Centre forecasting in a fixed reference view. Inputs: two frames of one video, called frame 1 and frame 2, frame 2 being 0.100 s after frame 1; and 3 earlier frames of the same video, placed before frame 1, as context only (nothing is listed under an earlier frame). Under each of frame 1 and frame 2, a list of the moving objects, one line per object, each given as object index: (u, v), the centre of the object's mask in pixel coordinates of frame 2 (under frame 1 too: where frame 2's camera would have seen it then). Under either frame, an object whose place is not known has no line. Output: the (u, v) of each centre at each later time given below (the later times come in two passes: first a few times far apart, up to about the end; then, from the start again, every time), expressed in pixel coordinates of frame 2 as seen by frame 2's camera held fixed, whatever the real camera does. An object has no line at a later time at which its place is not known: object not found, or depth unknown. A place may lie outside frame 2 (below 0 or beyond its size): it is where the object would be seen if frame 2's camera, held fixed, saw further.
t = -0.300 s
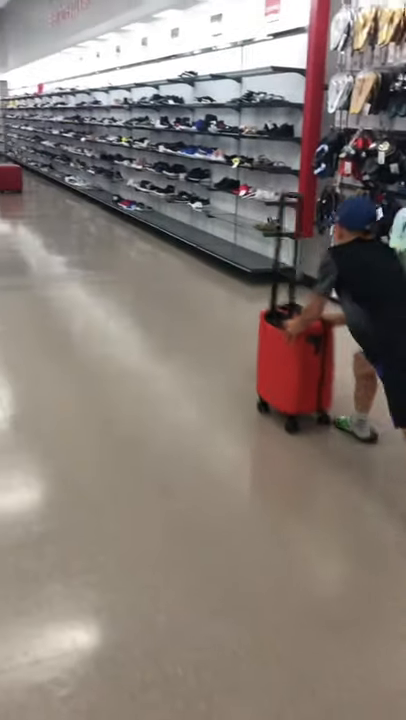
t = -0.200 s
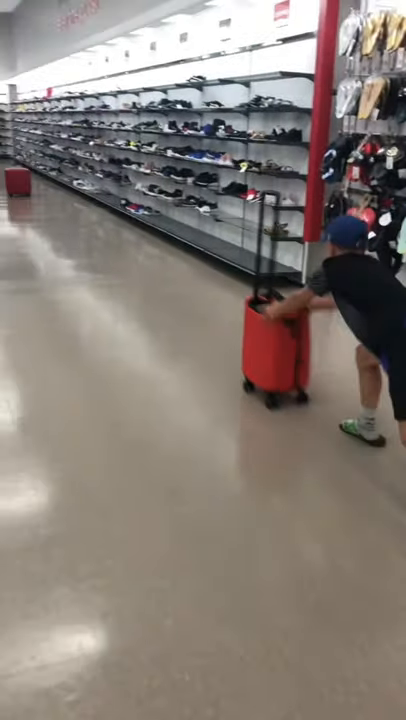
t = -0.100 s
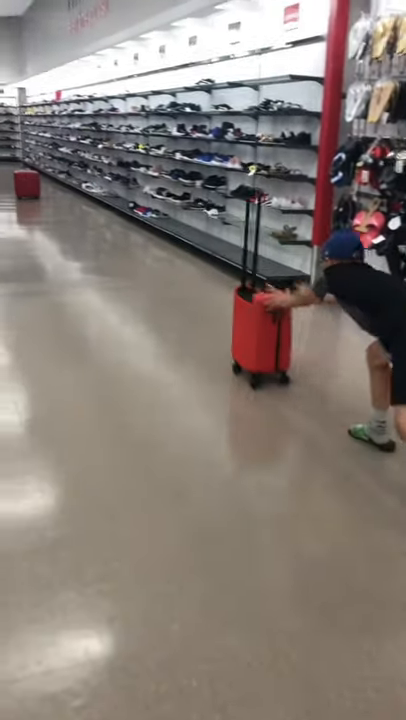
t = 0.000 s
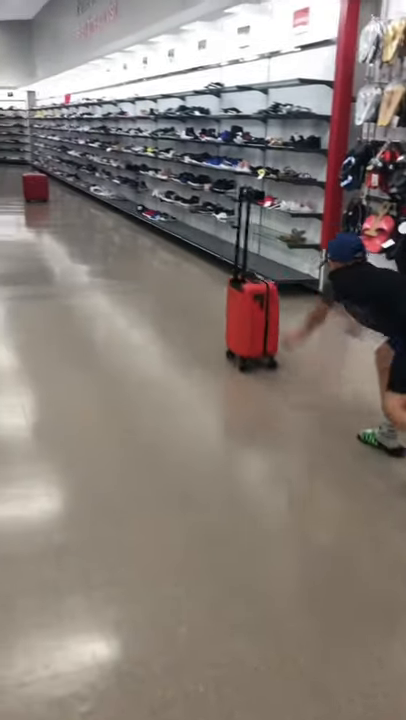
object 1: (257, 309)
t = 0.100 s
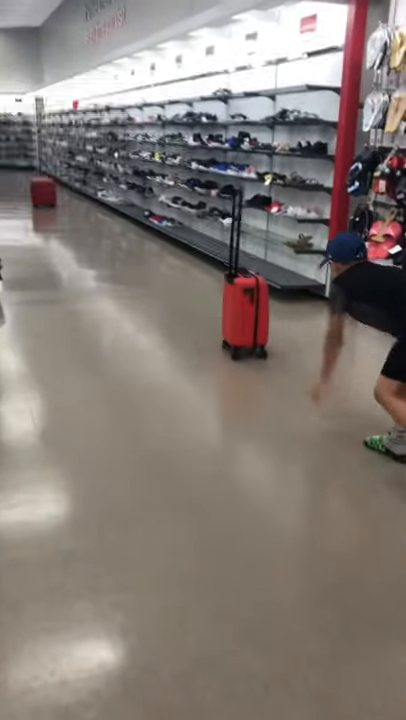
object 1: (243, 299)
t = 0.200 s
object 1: (233, 290)
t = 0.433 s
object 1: (218, 274)
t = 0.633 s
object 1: (212, 261)
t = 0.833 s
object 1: (209, 251)
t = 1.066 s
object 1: (209, 241)
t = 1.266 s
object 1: (201, 234)
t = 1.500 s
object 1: (189, 227)
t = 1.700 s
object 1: (181, 223)
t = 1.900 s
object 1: (174, 220)
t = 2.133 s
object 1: (167, 217)
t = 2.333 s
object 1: (162, 214)
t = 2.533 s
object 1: (159, 214)
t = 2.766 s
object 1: (157, 212)
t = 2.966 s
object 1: (156, 211)
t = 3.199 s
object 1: (156, 211)
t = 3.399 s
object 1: (156, 211)
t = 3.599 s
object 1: (156, 211)
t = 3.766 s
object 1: (156, 211)
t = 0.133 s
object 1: (240, 297)
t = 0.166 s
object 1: (236, 295)
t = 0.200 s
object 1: (233, 290)
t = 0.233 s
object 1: (230, 288)
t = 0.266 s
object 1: (228, 287)
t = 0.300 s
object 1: (226, 285)
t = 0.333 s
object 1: (223, 281)
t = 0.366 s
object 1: (222, 278)
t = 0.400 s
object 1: (220, 277)
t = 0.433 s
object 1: (218, 274)
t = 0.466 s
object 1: (217, 273)
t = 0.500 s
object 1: (216, 270)
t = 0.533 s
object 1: (215, 268)
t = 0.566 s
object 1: (214, 265)
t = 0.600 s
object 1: (213, 263)
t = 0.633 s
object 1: (212, 261)
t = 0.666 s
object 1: (212, 261)
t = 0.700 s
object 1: (211, 258)
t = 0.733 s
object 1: (210, 256)
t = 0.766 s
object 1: (210, 254)
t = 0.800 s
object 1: (210, 252)
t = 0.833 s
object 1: (209, 251)
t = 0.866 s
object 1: (209, 249)
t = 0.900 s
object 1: (209, 248)
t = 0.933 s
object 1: (209, 248)
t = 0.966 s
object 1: (209, 248)
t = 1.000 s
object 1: (209, 243)
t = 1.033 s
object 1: (209, 242)
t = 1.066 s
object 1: (209, 241)
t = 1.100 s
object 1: (209, 242)
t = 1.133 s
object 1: (207, 240)
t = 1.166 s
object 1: (206, 238)
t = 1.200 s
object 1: (204, 236)
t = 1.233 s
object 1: (202, 237)
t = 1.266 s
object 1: (201, 234)
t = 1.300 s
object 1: (199, 232)
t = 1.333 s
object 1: (197, 231)
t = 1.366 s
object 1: (196, 230)
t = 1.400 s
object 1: (194, 230)
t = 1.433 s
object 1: (193, 229)
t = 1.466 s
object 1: (191, 227)
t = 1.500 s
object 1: (189, 227)
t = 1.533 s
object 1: (188, 226)
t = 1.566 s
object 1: (186, 226)
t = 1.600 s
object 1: (185, 224)
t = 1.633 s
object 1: (183, 224)
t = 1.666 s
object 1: (182, 224)
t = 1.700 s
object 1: (181, 223)
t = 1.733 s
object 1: (180, 223)
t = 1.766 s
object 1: (179, 222)
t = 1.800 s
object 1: (177, 221)
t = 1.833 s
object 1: (176, 220)
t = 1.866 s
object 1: (175, 220)
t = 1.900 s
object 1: (174, 220)
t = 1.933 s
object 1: (172, 218)
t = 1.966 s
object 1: (171, 218)
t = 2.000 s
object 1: (170, 218)
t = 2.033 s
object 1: (170, 217)
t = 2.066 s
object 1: (169, 217)
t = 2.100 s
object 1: (168, 217)
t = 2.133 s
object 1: (167, 217)
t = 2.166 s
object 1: (166, 216)
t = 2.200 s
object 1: (165, 216)
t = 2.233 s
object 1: (164, 215)
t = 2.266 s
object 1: (163, 215)
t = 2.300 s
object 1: (163, 214)
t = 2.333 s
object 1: (162, 214)
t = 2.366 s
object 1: (162, 214)
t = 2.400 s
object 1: (161, 214)
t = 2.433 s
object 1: (161, 214)
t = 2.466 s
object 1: (160, 213)
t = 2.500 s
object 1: (160, 213)
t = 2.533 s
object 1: (159, 214)
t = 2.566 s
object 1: (159, 213)
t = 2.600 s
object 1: (159, 212)
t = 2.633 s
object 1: (159, 212)
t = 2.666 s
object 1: (158, 212)
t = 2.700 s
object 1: (158, 212)
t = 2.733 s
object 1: (157, 212)
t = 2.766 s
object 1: (157, 212)
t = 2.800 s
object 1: (157, 211)
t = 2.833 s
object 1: (157, 211)
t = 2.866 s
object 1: (156, 211)
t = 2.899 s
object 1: (156, 211)
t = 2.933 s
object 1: (156, 211)
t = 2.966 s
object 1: (156, 211)
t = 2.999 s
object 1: (156, 211)
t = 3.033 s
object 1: (156, 211)
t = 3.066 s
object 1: (156, 211)
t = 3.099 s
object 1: (156, 210)
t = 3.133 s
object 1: (156, 211)
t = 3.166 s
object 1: (156, 211)
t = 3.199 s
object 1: (156, 211)
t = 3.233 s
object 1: (156, 211)
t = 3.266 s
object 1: (156, 211)
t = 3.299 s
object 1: (156, 211)
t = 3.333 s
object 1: (156, 211)
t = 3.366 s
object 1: (156, 211)
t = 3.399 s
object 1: (156, 211)
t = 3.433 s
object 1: (156, 211)
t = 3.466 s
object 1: (156, 211)
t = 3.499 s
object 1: (156, 211)
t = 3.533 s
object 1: (156, 211)
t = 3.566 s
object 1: (156, 211)
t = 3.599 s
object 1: (156, 211)
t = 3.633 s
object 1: (156, 211)
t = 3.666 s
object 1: (156, 211)
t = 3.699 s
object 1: (156, 211)
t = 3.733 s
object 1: (156, 211)
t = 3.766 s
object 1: (156, 211)
